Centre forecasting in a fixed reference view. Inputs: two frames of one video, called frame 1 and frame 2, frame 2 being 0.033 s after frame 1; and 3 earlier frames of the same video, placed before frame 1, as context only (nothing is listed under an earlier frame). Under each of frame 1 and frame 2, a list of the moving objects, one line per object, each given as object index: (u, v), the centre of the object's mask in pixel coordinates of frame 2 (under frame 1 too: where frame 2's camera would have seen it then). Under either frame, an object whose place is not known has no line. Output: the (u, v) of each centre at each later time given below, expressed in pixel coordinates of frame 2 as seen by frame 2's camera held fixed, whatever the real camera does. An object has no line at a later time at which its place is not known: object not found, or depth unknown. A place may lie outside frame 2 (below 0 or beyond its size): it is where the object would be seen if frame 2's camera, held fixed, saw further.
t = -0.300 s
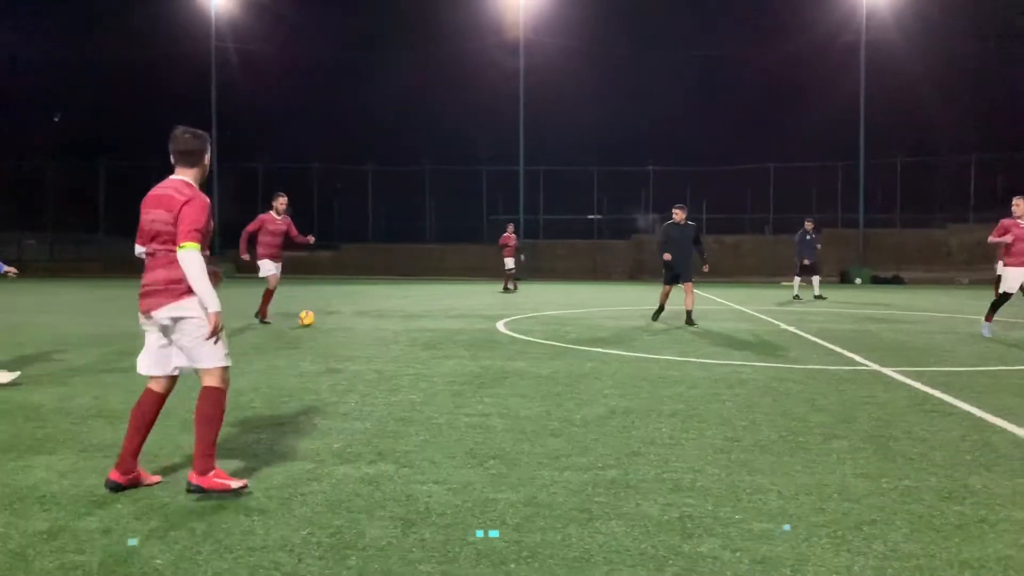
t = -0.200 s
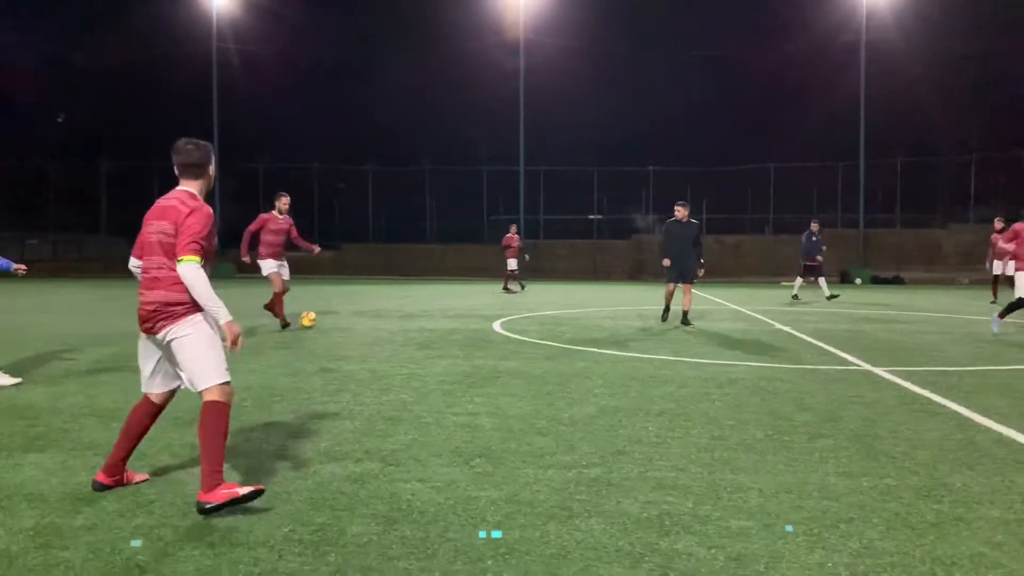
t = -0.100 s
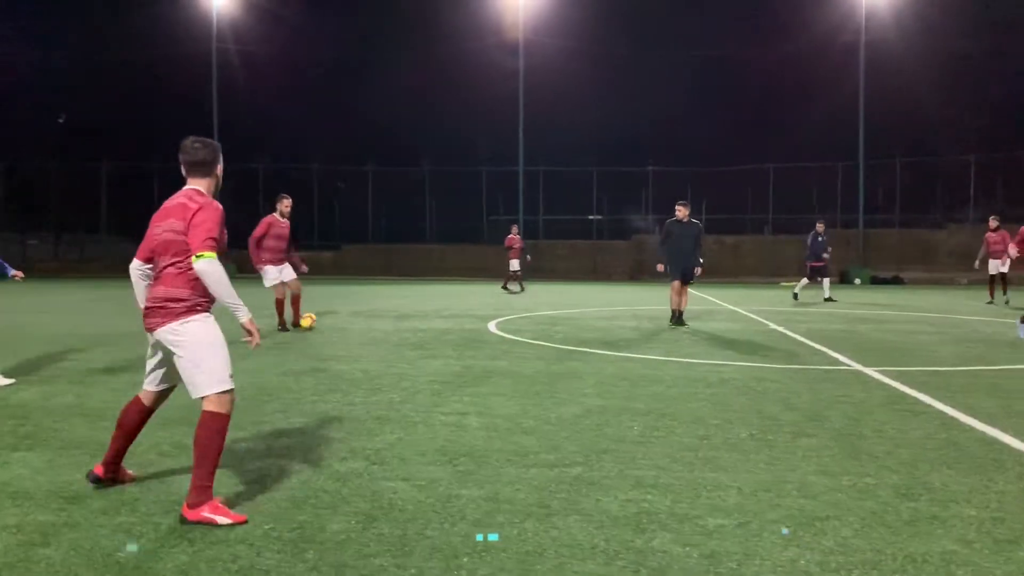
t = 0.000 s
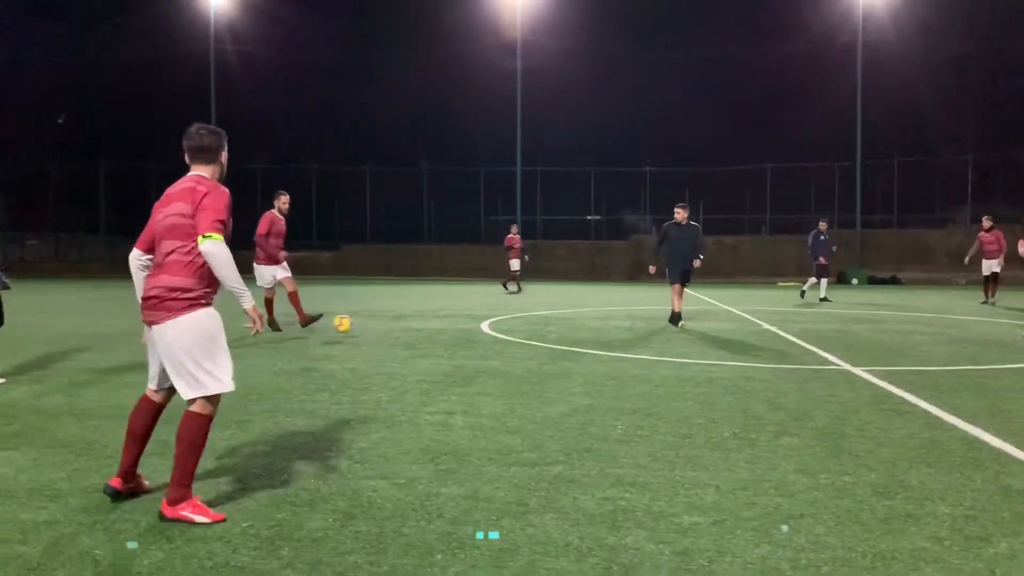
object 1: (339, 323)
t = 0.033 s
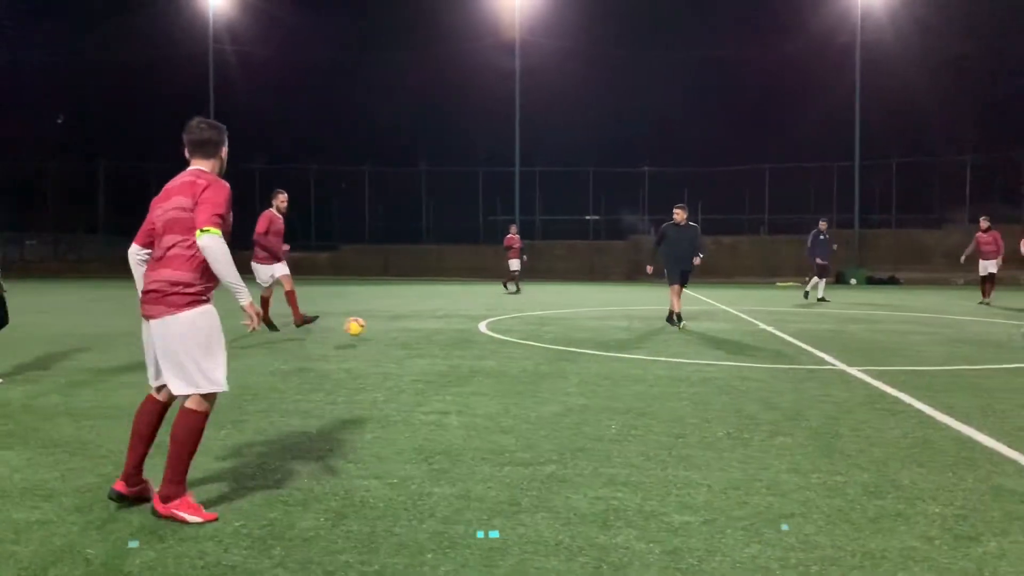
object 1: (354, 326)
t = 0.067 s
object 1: (371, 330)
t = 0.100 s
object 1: (388, 336)
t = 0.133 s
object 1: (406, 341)
